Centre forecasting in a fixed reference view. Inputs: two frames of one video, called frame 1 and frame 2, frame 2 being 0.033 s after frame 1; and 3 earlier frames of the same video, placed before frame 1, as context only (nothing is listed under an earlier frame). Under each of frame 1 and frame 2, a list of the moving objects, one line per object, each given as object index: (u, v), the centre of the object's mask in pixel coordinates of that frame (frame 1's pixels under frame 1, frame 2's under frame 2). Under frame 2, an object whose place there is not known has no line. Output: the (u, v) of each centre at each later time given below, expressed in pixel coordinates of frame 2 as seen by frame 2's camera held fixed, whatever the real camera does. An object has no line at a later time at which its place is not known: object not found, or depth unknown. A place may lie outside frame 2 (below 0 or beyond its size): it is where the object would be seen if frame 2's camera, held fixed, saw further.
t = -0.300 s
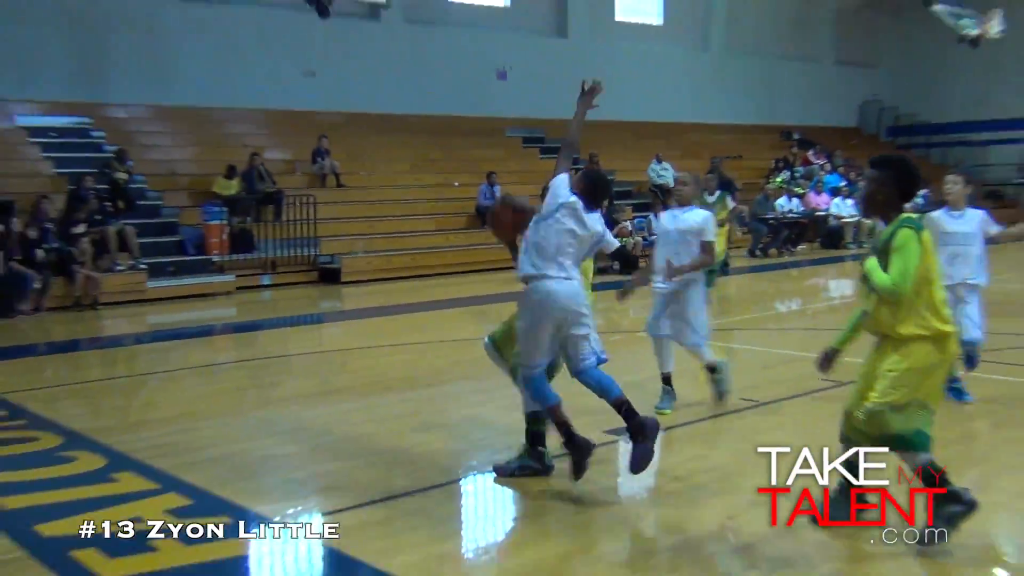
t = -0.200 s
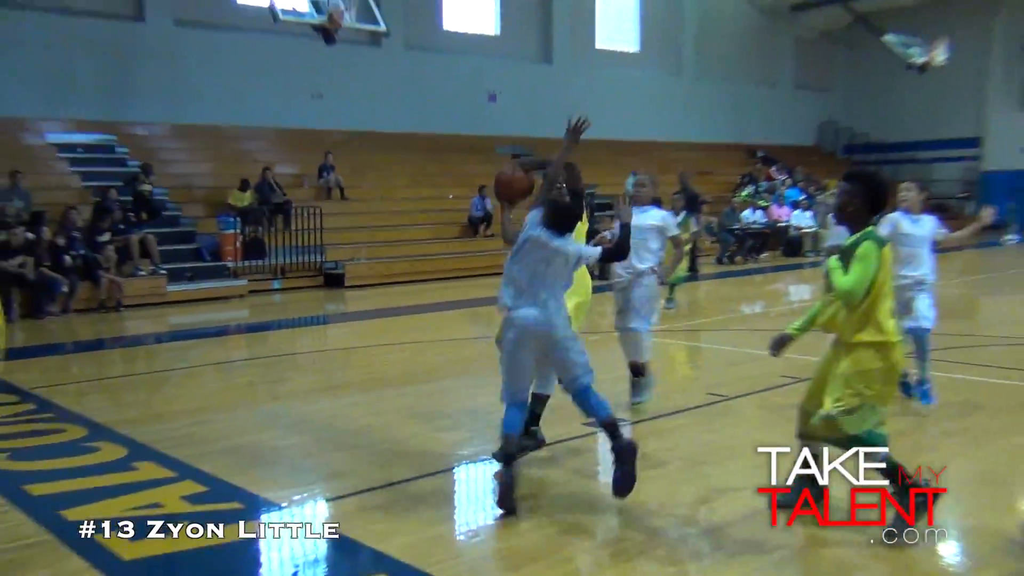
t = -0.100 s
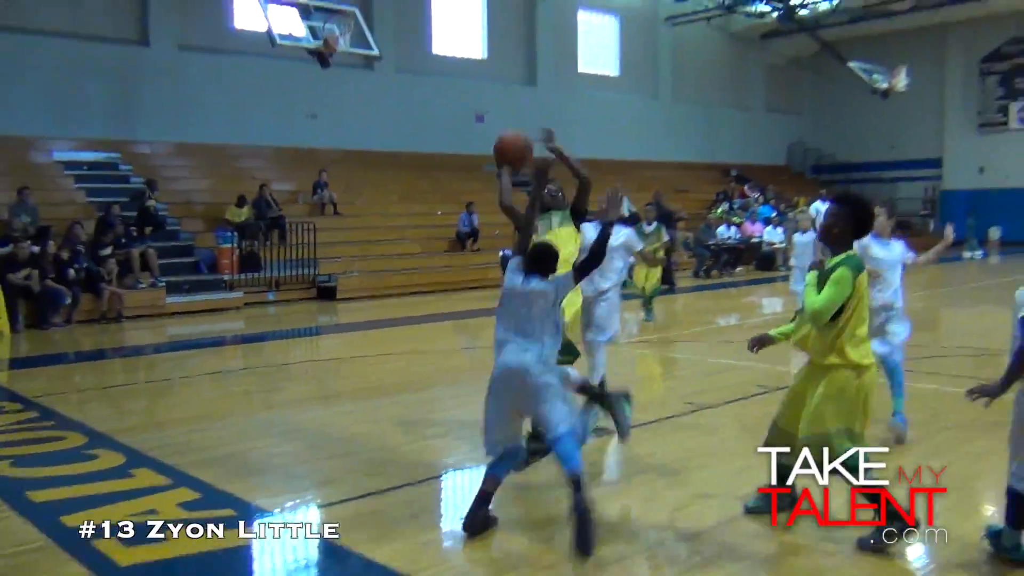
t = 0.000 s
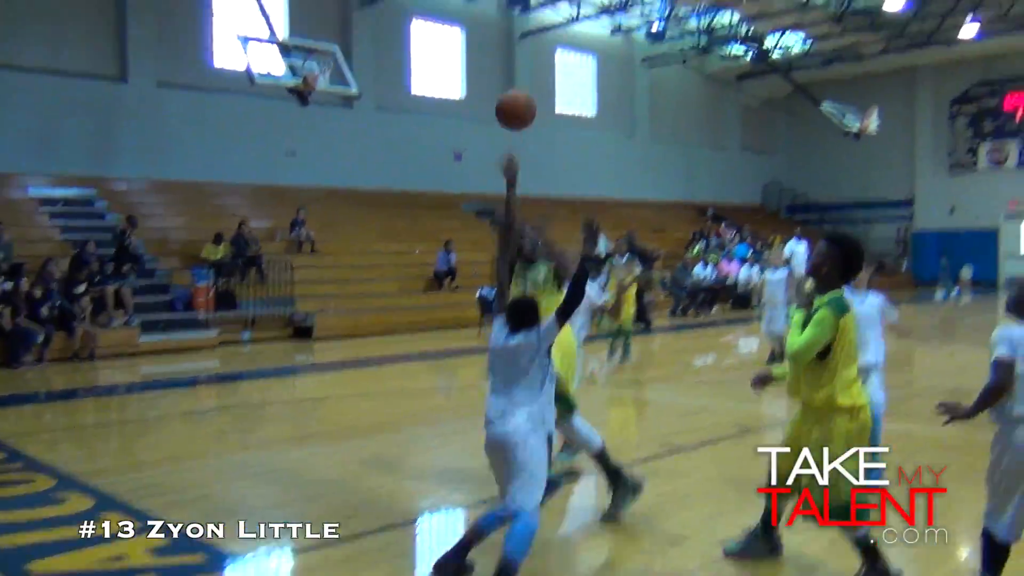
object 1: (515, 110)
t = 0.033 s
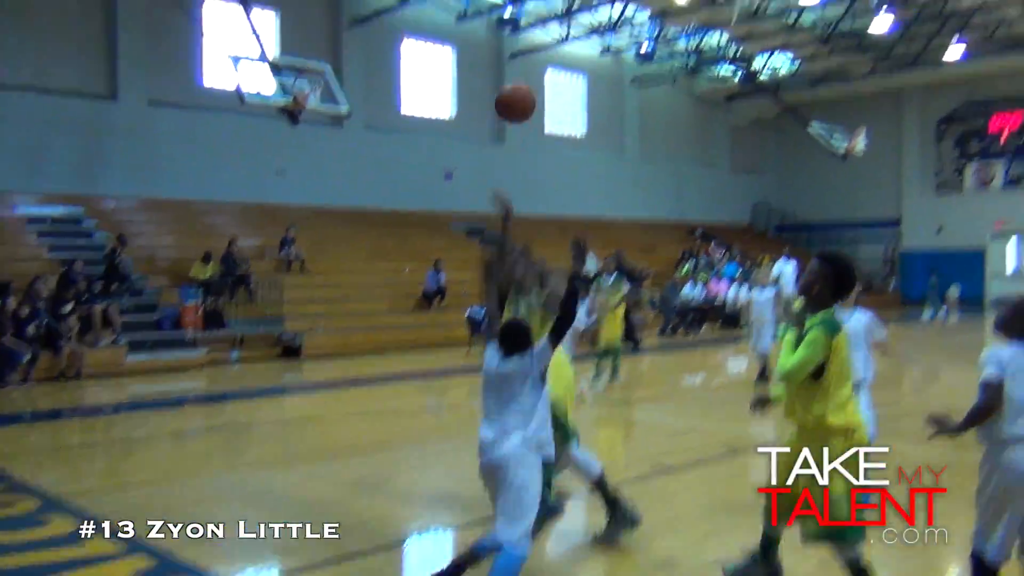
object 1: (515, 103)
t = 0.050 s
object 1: (513, 90)
